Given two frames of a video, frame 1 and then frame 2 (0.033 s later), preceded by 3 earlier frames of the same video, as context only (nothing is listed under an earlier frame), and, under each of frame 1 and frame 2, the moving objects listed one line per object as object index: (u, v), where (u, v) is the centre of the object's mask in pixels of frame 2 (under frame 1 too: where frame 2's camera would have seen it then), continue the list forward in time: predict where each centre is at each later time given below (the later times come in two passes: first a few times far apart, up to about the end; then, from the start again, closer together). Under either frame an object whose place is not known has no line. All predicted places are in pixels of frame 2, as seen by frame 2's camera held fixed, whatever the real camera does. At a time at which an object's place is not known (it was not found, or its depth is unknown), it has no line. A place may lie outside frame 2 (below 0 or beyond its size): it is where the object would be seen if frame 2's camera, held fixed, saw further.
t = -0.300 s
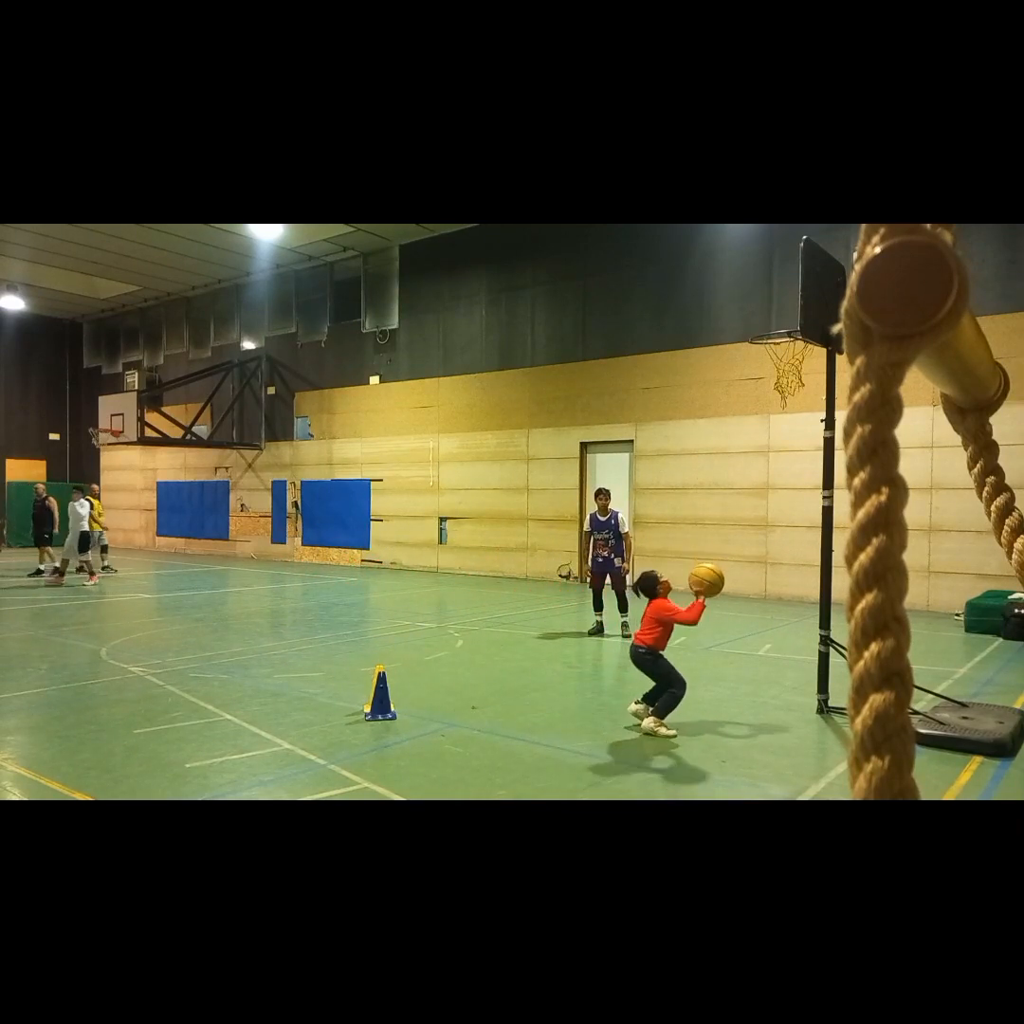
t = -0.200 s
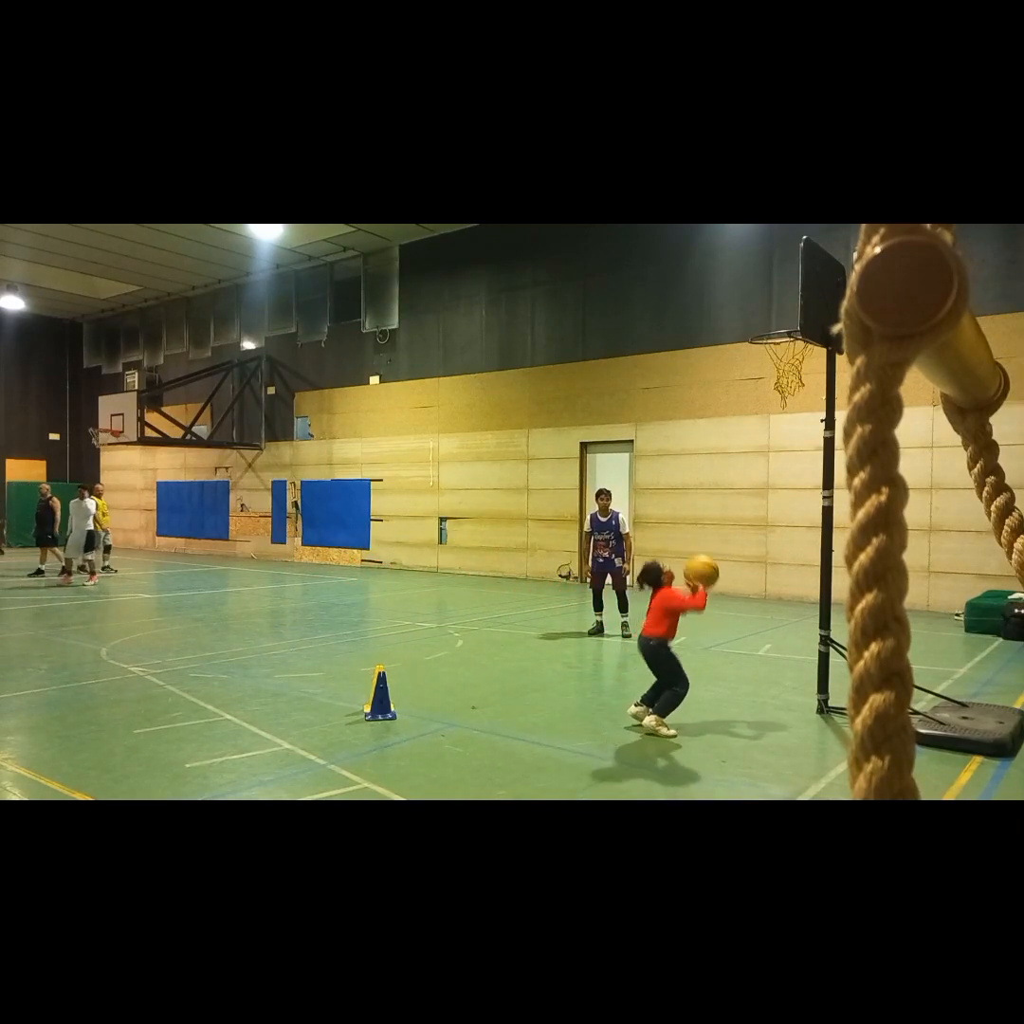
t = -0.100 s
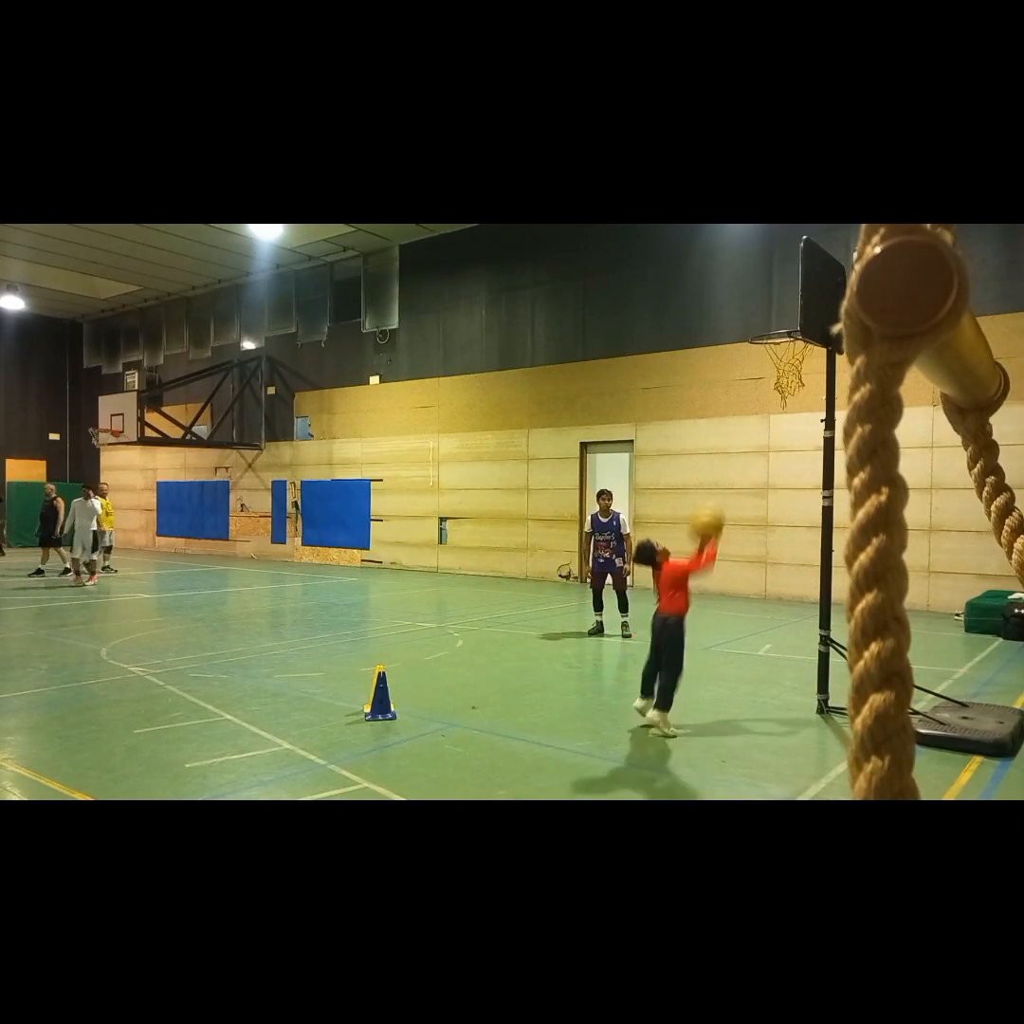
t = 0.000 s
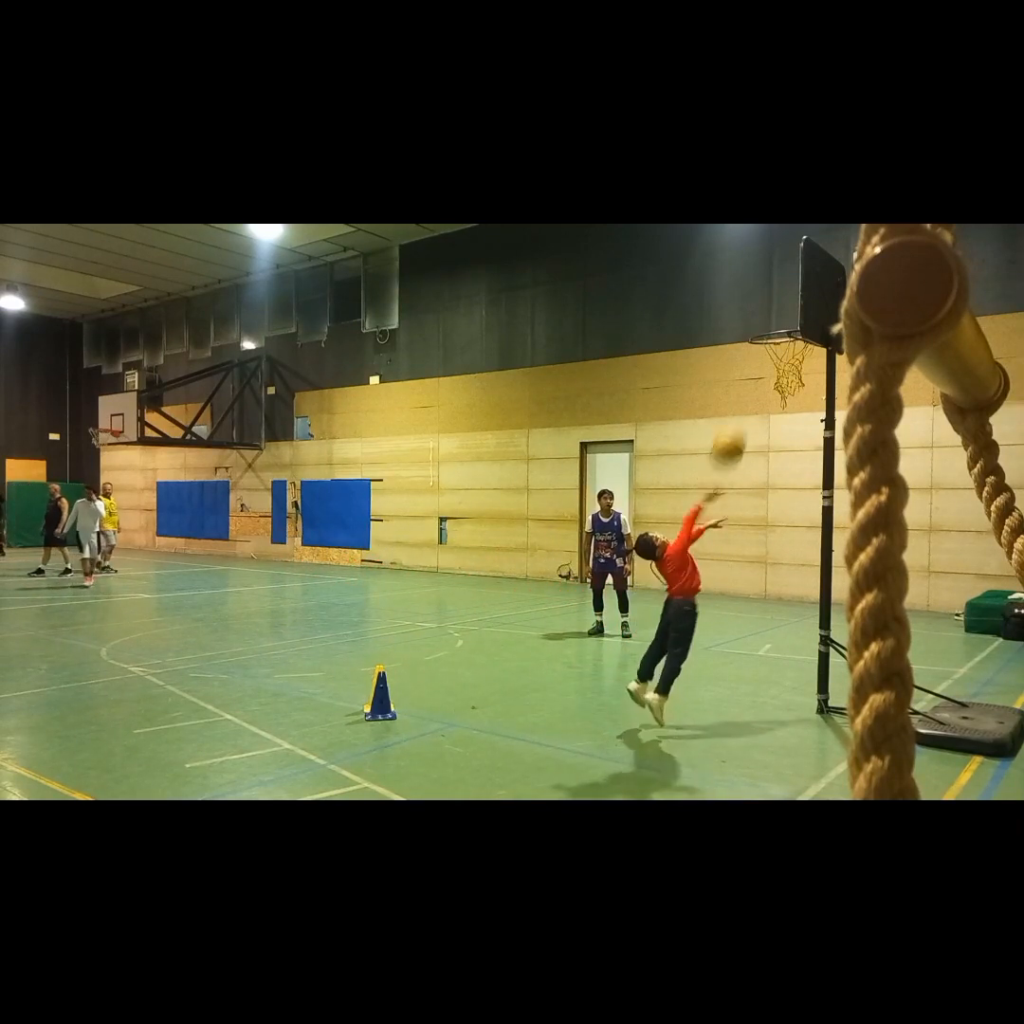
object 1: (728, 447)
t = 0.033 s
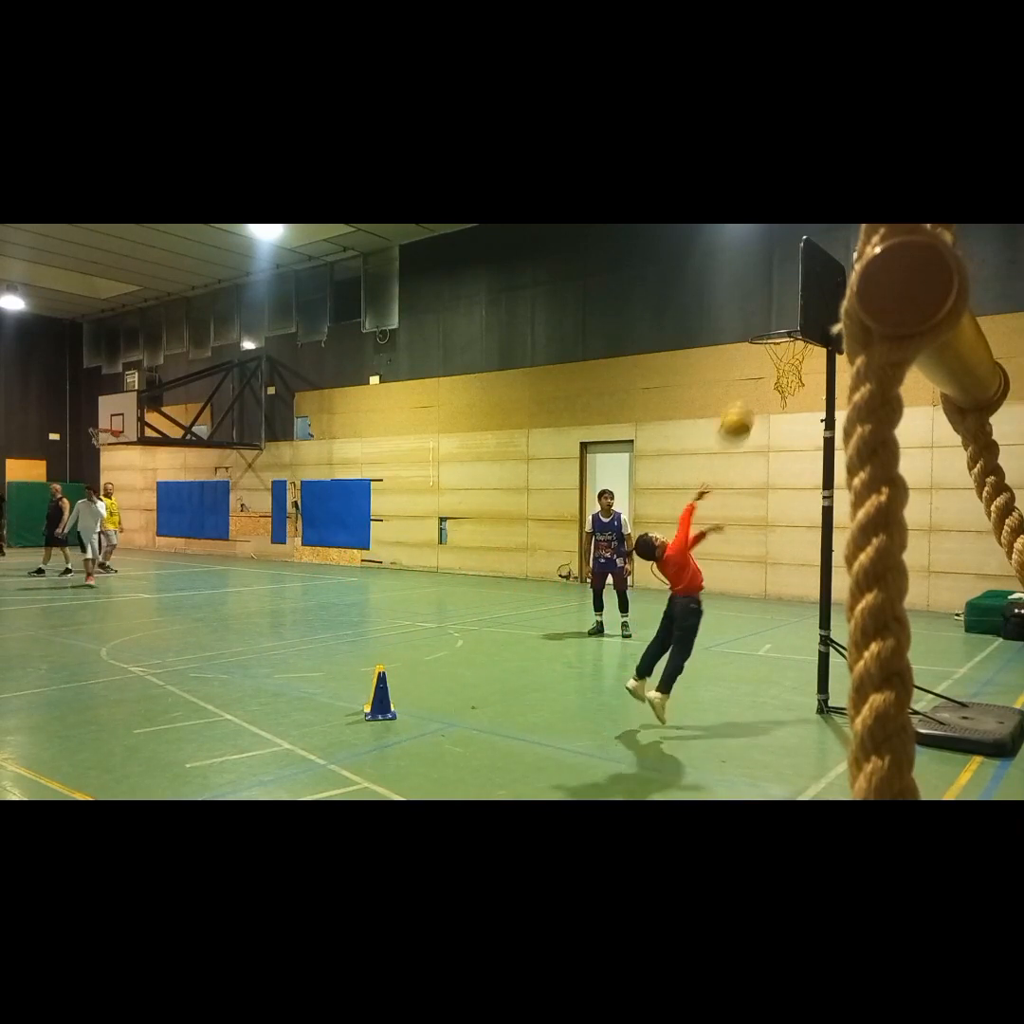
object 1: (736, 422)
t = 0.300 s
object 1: (787, 299)
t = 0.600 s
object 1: (790, 313)
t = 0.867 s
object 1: (789, 341)
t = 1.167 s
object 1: (782, 383)
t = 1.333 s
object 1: (784, 410)
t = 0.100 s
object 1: (752, 379)
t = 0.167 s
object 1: (765, 345)
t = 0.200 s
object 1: (771, 329)
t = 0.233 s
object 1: (778, 315)
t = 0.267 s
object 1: (785, 306)
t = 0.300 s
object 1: (787, 299)
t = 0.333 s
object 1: (788, 295)
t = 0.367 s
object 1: (789, 293)
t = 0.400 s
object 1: (789, 292)
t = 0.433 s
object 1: (789, 292)
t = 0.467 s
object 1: (789, 293)
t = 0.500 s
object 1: (789, 295)
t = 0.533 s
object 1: (790, 299)
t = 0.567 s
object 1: (790, 305)
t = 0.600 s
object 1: (790, 313)
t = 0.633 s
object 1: (789, 314)
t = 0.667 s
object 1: (789, 314)
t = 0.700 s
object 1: (789, 315)
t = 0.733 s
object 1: (789, 316)
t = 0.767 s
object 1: (789, 318)
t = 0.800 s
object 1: (789, 320)
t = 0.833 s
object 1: (789, 333)
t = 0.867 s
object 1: (789, 341)
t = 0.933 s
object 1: (791, 363)
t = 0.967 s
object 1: (790, 368)
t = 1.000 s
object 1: (787, 375)
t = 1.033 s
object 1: (784, 377)
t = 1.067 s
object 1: (784, 377)
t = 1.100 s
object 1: (783, 379)
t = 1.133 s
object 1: (782, 381)
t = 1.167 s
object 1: (782, 383)
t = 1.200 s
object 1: (782, 386)
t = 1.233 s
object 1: (784, 394)
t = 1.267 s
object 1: (783, 399)
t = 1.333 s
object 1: (784, 410)
